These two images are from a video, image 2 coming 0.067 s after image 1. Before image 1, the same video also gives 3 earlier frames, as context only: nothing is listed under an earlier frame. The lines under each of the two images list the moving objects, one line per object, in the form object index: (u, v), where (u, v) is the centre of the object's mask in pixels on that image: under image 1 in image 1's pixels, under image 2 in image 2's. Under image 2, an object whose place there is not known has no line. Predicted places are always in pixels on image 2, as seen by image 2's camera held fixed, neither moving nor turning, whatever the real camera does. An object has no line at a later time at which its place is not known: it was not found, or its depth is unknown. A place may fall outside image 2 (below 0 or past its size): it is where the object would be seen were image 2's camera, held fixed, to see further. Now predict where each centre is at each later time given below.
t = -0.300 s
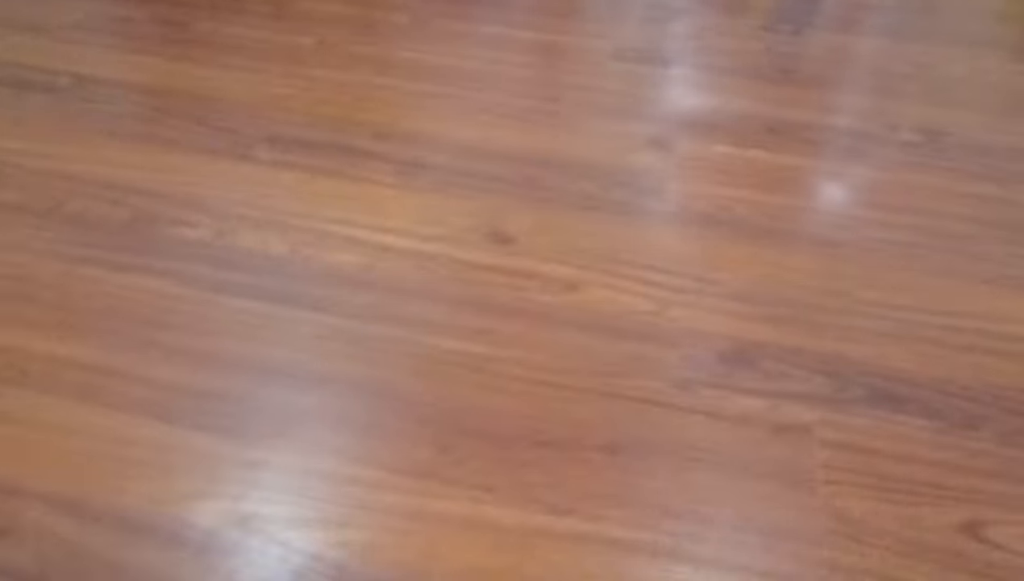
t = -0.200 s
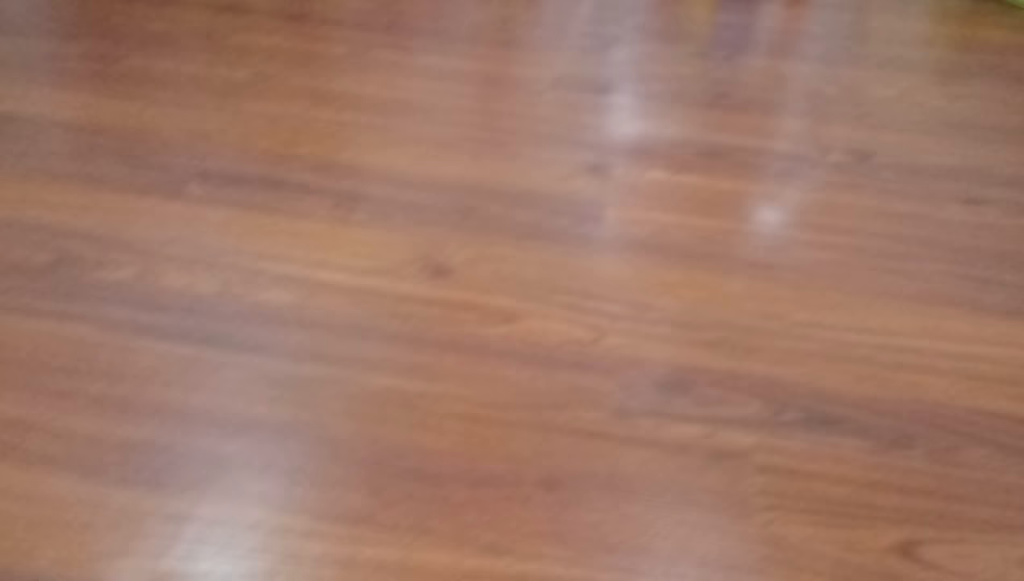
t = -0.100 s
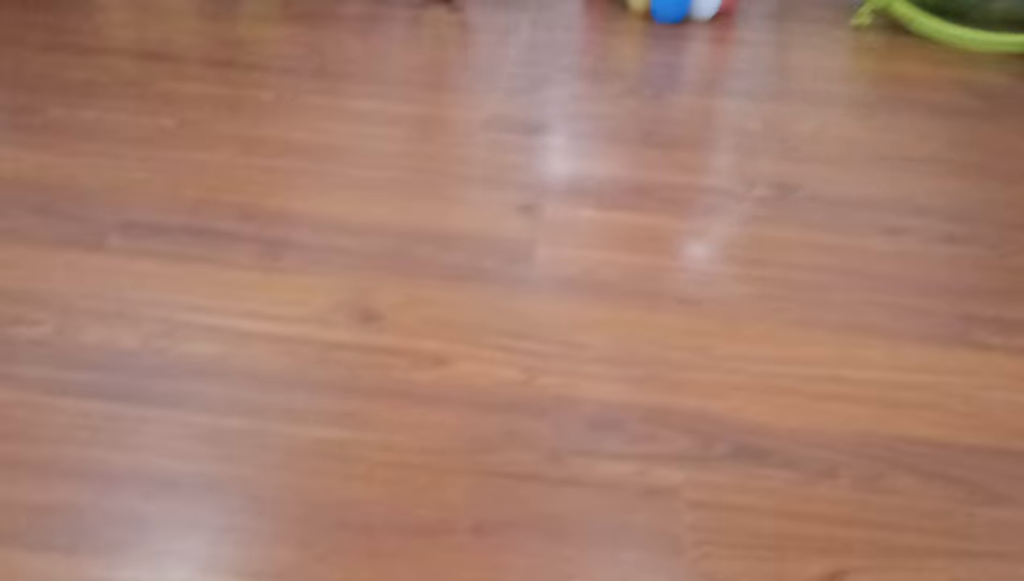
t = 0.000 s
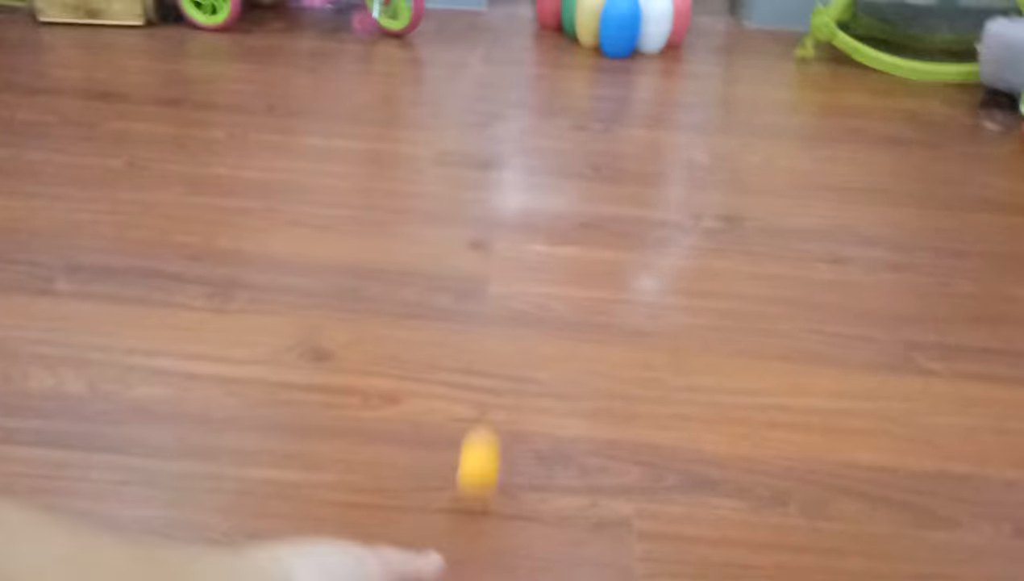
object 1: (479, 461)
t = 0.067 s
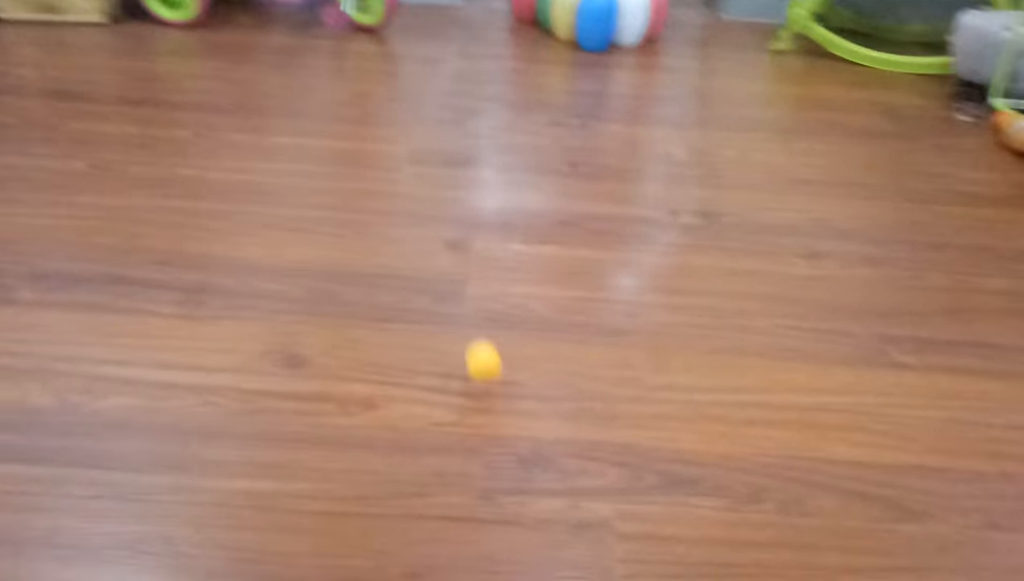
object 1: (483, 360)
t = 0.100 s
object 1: (491, 331)
